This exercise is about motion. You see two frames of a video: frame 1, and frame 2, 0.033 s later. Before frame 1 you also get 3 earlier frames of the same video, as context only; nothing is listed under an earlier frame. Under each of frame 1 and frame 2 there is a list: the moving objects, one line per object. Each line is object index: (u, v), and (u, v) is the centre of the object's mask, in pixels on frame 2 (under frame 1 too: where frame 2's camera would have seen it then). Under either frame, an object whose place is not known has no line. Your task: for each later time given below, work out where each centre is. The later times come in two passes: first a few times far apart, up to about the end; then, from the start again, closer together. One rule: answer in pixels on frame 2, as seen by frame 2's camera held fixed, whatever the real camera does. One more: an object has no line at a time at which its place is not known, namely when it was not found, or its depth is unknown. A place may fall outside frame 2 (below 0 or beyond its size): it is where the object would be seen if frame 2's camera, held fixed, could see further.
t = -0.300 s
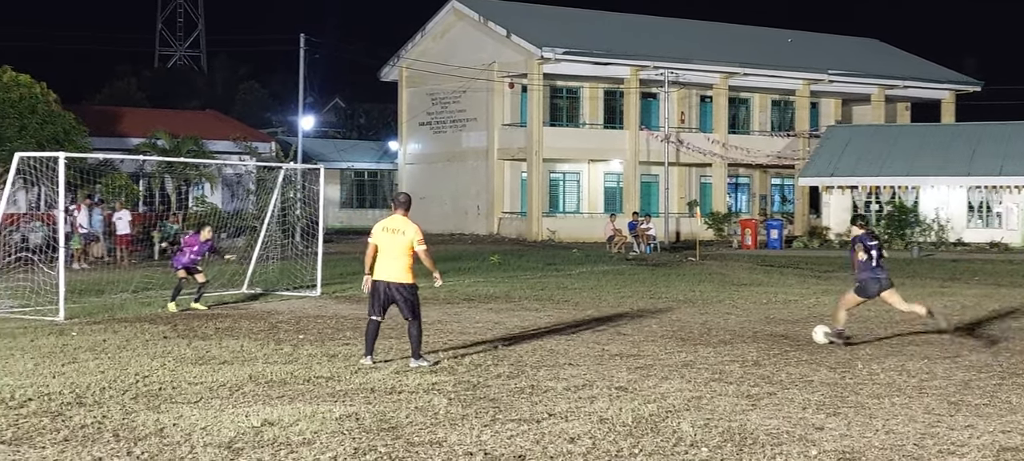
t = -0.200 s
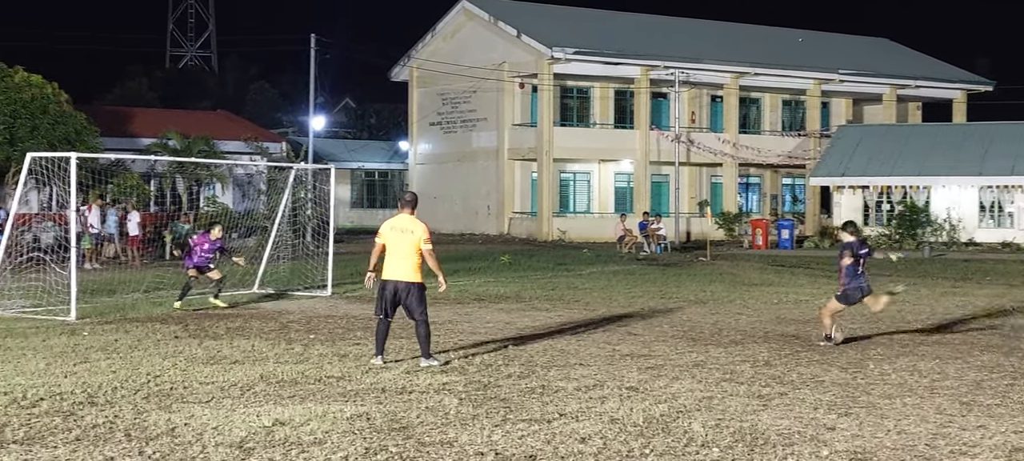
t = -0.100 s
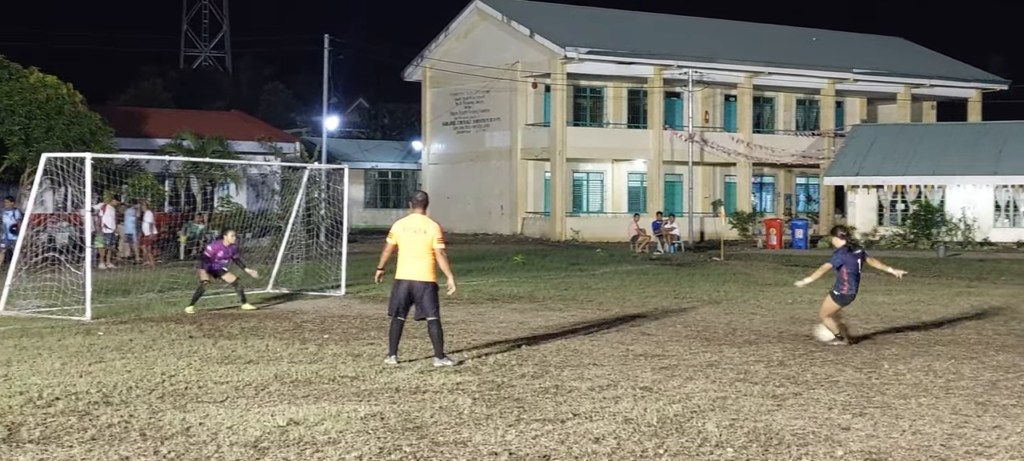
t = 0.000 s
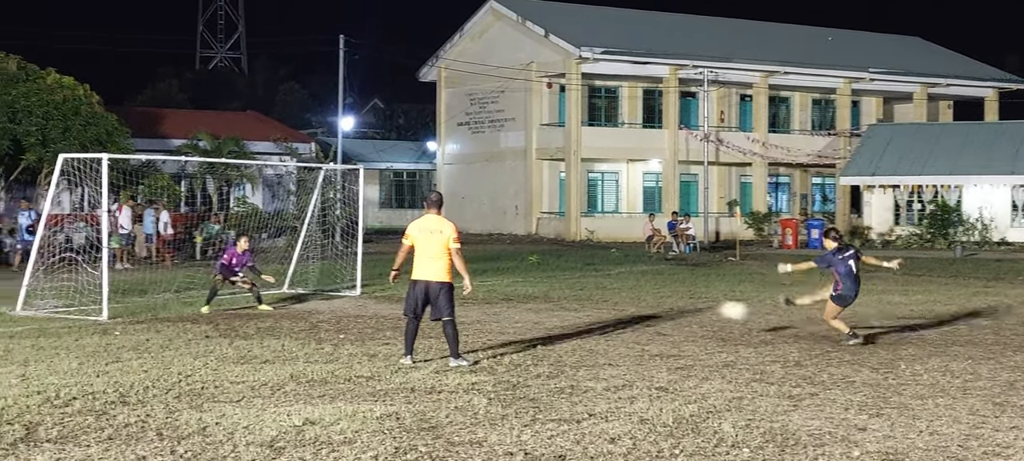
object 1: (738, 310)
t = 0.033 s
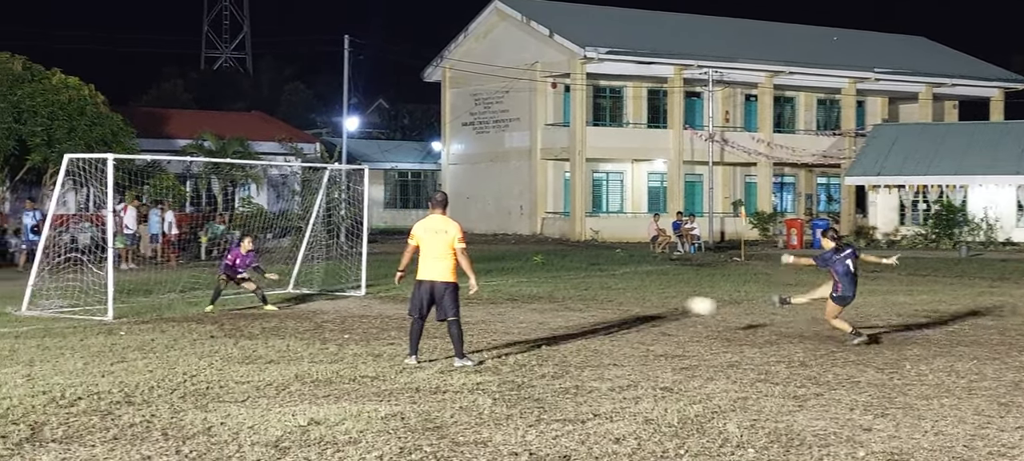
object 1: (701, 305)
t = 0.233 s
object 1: (492, 301)
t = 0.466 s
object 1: (286, 311)
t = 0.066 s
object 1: (665, 302)
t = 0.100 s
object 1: (630, 299)
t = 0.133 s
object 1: (599, 298)
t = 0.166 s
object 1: (559, 301)
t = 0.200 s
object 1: (526, 299)
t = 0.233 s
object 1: (492, 301)
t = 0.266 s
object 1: (466, 303)
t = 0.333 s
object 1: (394, 314)
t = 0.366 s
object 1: (362, 321)
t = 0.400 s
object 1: (334, 321)
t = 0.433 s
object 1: (310, 316)
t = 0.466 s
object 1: (286, 311)
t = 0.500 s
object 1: (264, 308)
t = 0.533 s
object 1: (240, 305)
